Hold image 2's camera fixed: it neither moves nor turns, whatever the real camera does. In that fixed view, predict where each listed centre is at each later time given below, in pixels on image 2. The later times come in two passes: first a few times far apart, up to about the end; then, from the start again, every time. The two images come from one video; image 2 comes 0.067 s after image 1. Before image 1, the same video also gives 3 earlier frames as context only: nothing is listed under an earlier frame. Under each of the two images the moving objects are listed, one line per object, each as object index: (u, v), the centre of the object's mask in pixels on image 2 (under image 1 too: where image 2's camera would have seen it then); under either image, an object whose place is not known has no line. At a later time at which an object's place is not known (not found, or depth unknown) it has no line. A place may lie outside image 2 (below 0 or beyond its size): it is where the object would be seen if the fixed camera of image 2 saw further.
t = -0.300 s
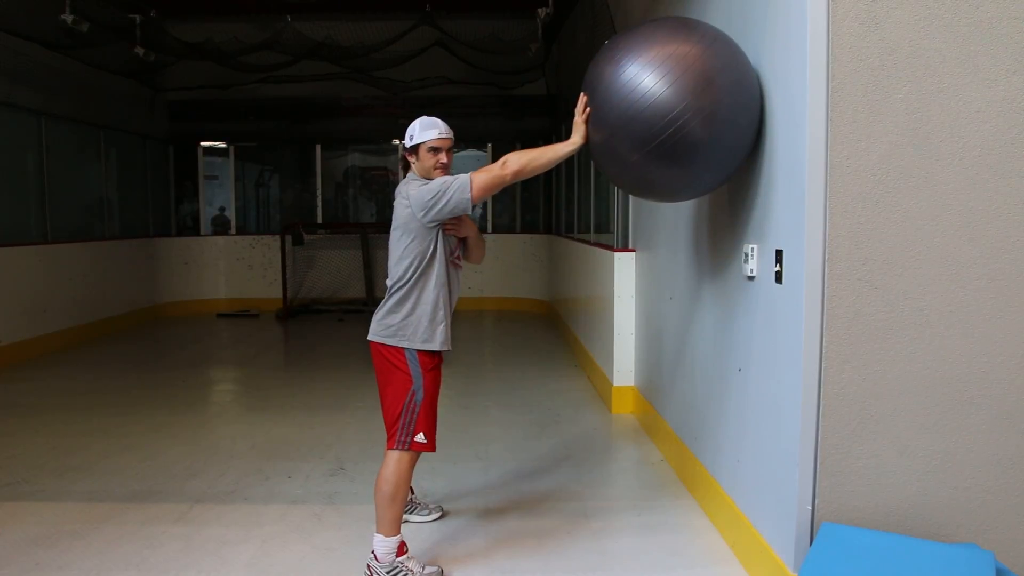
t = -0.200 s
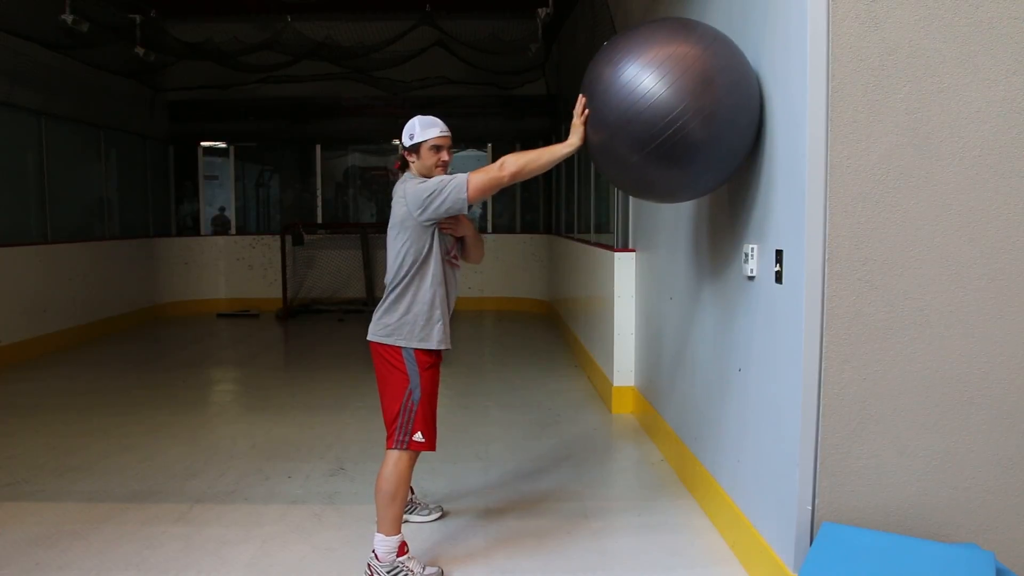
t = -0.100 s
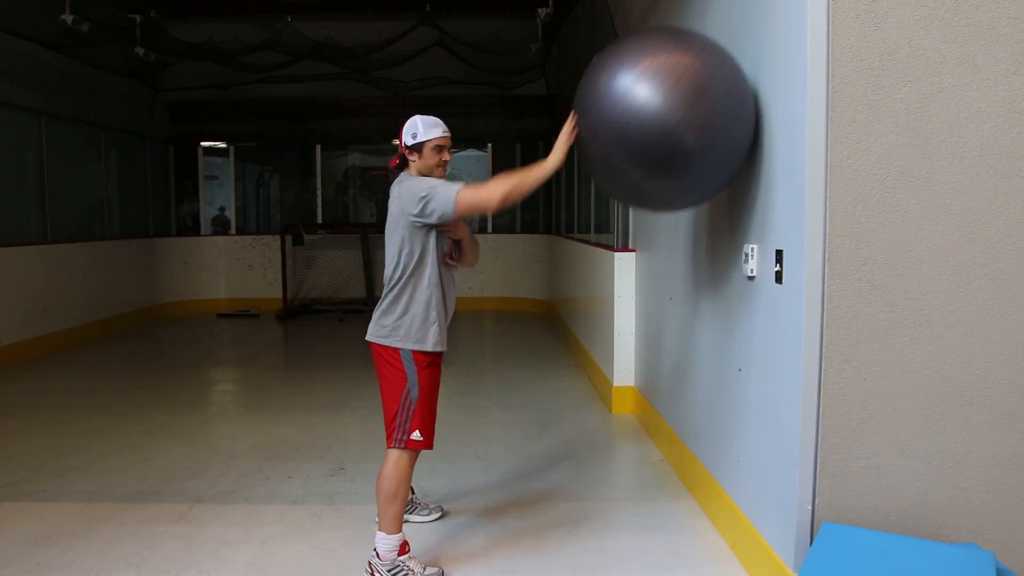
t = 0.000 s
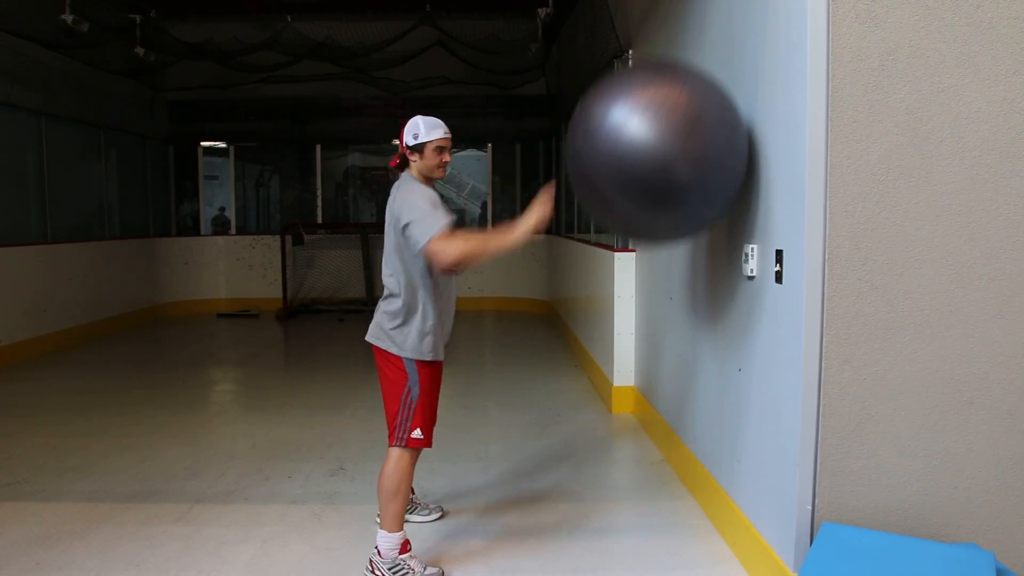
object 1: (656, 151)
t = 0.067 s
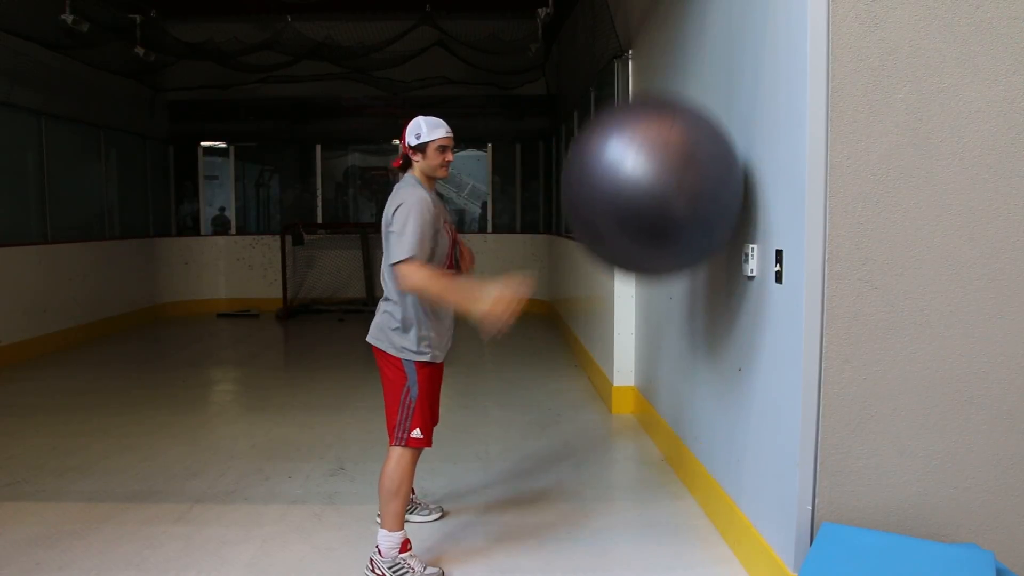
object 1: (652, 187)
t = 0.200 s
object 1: (643, 289)
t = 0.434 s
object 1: (628, 472)
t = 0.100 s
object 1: (650, 208)
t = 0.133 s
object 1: (648, 232)
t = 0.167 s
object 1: (645, 259)
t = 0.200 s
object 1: (643, 289)
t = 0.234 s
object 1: (640, 323)
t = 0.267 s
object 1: (638, 357)
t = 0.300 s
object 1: (636, 393)
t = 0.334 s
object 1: (633, 433)
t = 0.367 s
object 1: (630, 478)
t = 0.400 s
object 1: (629, 497)
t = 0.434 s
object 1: (628, 472)
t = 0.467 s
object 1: (624, 434)
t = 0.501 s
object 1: (623, 403)
